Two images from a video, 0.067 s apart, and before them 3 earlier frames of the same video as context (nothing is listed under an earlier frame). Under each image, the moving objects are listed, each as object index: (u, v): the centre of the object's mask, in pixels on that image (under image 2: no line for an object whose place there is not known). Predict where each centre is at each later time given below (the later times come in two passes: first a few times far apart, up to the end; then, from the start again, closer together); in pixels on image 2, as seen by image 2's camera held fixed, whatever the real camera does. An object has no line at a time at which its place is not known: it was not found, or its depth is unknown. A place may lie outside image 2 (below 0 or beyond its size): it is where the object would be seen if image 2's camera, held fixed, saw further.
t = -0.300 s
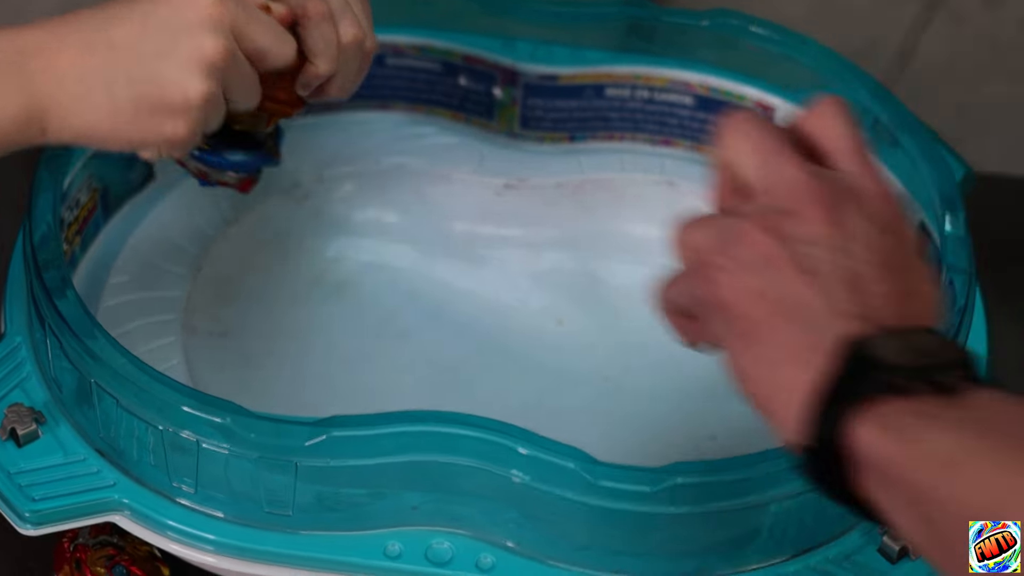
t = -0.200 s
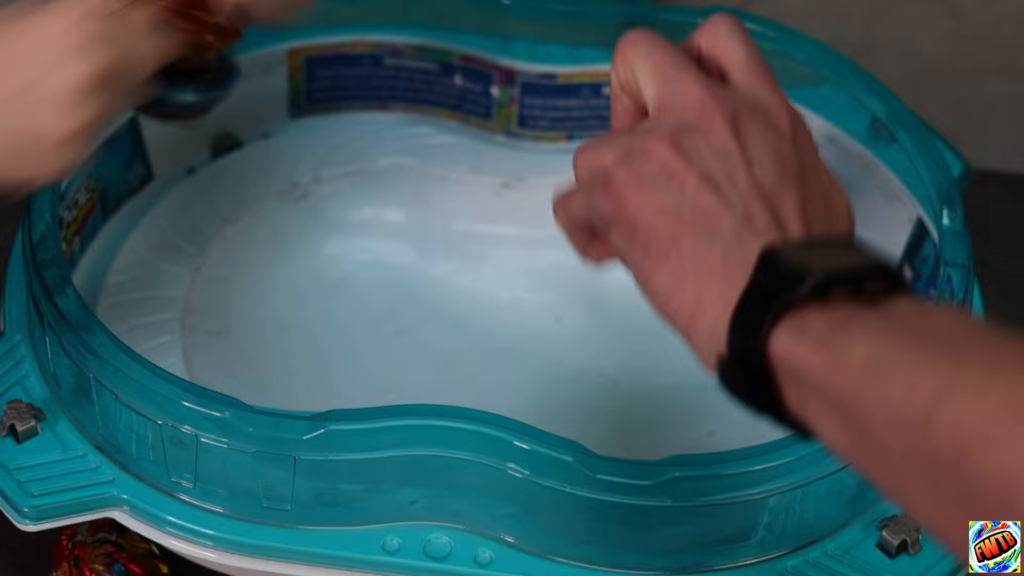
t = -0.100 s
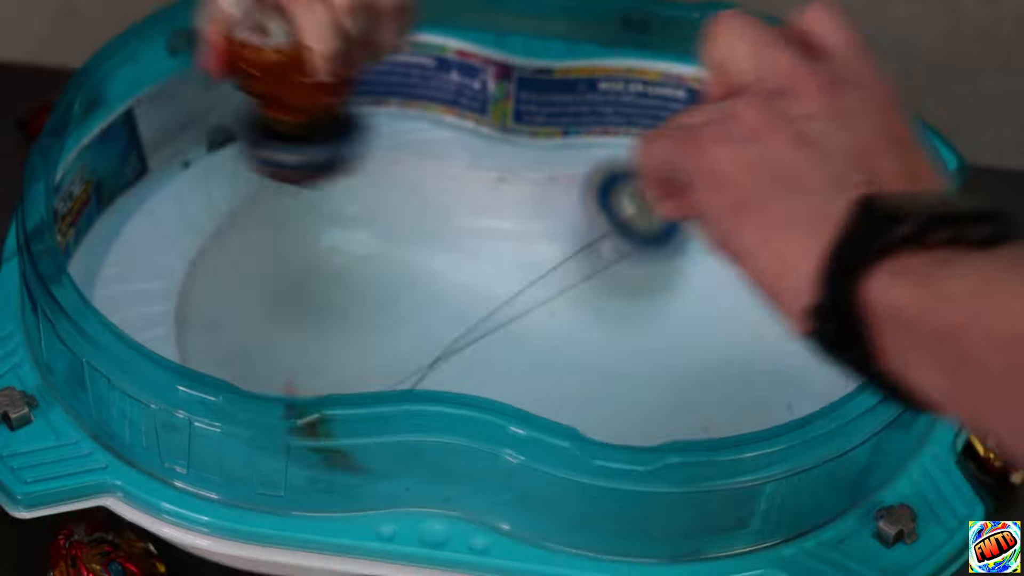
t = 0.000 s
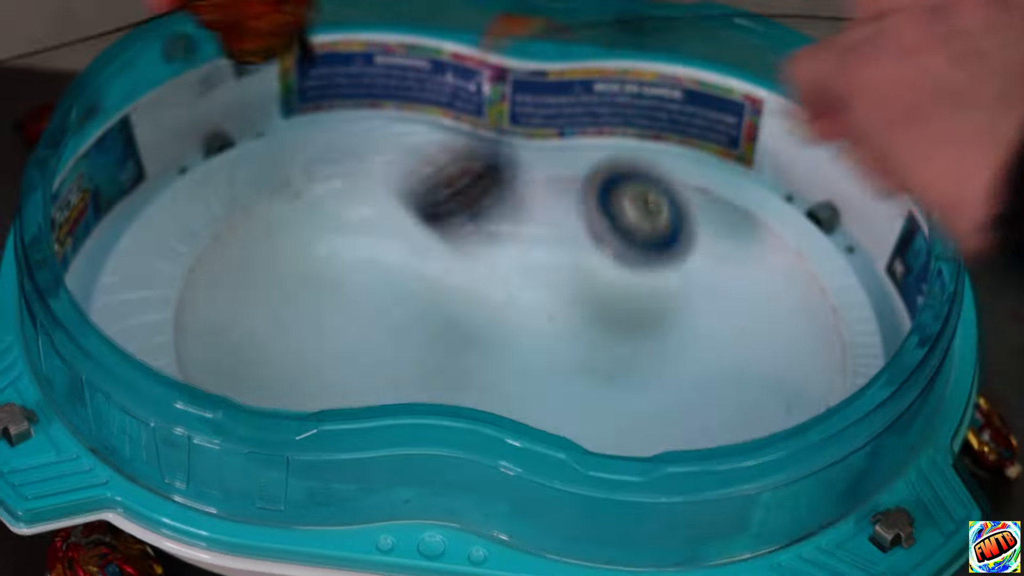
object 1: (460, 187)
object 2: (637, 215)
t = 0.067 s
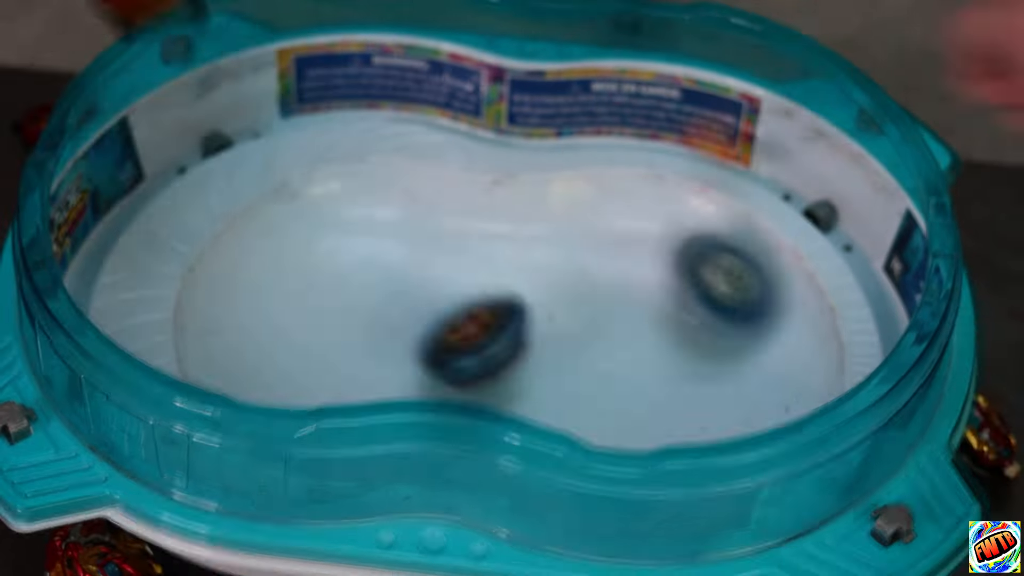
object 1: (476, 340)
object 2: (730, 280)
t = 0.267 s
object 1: (247, 318)
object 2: (734, 392)
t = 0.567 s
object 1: (179, 131)
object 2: (211, 209)
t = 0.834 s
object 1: (263, 343)
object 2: (395, 106)
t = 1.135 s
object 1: (751, 402)
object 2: (663, 365)
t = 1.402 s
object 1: (857, 223)
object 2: (574, 423)
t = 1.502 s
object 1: (825, 205)
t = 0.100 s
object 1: (440, 325)
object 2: (752, 269)
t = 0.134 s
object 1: (401, 323)
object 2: (759, 272)
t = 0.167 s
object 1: (359, 335)
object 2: (772, 284)
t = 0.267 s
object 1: (247, 318)
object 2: (734, 392)
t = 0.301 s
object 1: (217, 314)
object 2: (655, 405)
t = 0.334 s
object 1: (194, 324)
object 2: (578, 400)
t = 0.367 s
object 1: (193, 334)
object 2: (496, 380)
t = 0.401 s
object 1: (198, 351)
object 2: (411, 367)
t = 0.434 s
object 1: (194, 322)
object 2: (333, 355)
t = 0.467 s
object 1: (210, 271)
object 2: (259, 338)
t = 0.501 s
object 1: (219, 250)
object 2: (220, 285)
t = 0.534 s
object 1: (199, 172)
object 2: (215, 242)
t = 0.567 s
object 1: (179, 131)
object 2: (211, 209)
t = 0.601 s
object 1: (163, 111)
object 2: (204, 180)
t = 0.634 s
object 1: (149, 108)
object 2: (206, 163)
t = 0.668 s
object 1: (163, 129)
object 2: (229, 138)
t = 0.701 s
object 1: (184, 168)
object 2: (252, 135)
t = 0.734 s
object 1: (196, 230)
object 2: (270, 118)
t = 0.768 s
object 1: (215, 248)
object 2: (308, 102)
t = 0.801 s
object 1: (237, 284)
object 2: (355, 105)
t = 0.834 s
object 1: (263, 343)
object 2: (395, 106)
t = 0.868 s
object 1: (300, 379)
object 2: (433, 110)
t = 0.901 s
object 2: (464, 123)
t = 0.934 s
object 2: (491, 137)
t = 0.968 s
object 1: (476, 393)
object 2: (517, 155)
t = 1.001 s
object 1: (536, 405)
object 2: (544, 187)
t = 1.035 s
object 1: (593, 424)
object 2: (567, 238)
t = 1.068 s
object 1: (639, 423)
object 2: (602, 271)
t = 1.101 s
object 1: (695, 417)
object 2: (637, 327)
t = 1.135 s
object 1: (751, 402)
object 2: (663, 365)
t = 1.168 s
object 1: (811, 370)
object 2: (669, 392)
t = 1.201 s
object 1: (842, 328)
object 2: (674, 405)
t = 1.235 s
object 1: (862, 297)
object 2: (664, 421)
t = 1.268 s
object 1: (875, 281)
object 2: (647, 430)
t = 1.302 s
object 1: (875, 282)
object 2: (630, 435)
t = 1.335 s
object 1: (871, 274)
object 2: (613, 435)
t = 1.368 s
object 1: (867, 244)
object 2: (596, 437)
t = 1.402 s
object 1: (857, 223)
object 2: (574, 423)
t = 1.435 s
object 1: (849, 221)
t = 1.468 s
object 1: (839, 224)
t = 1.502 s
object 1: (825, 205)
